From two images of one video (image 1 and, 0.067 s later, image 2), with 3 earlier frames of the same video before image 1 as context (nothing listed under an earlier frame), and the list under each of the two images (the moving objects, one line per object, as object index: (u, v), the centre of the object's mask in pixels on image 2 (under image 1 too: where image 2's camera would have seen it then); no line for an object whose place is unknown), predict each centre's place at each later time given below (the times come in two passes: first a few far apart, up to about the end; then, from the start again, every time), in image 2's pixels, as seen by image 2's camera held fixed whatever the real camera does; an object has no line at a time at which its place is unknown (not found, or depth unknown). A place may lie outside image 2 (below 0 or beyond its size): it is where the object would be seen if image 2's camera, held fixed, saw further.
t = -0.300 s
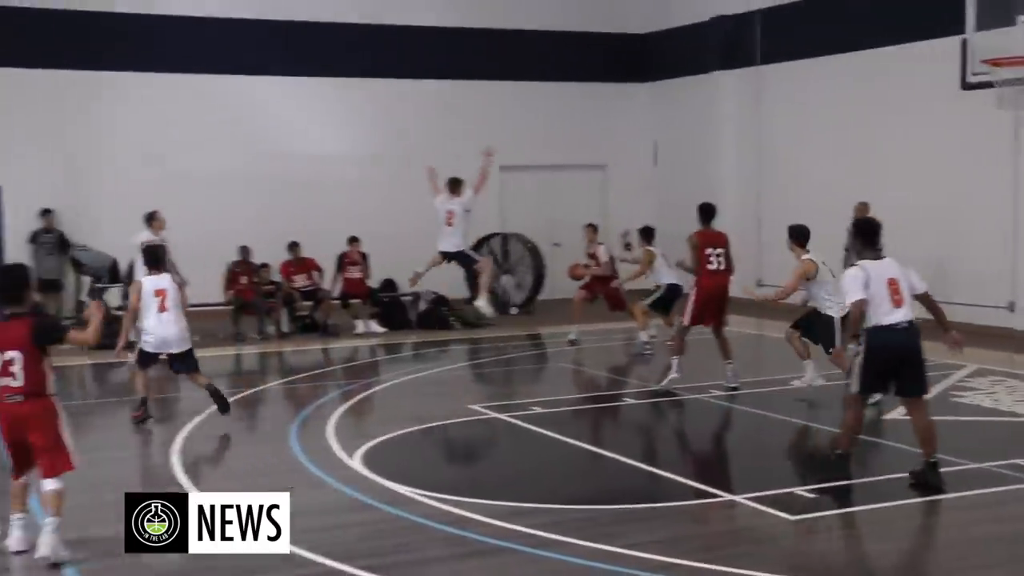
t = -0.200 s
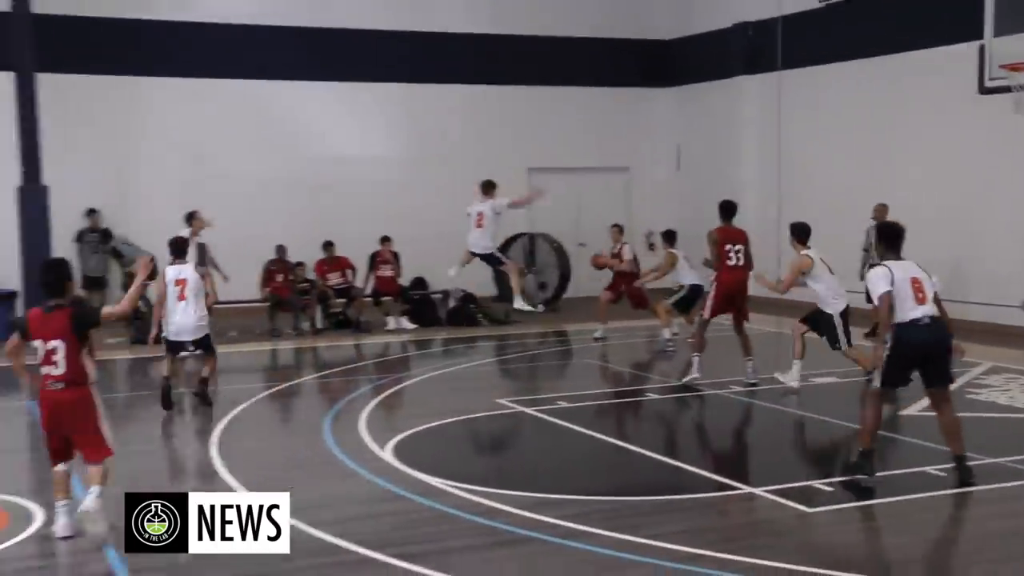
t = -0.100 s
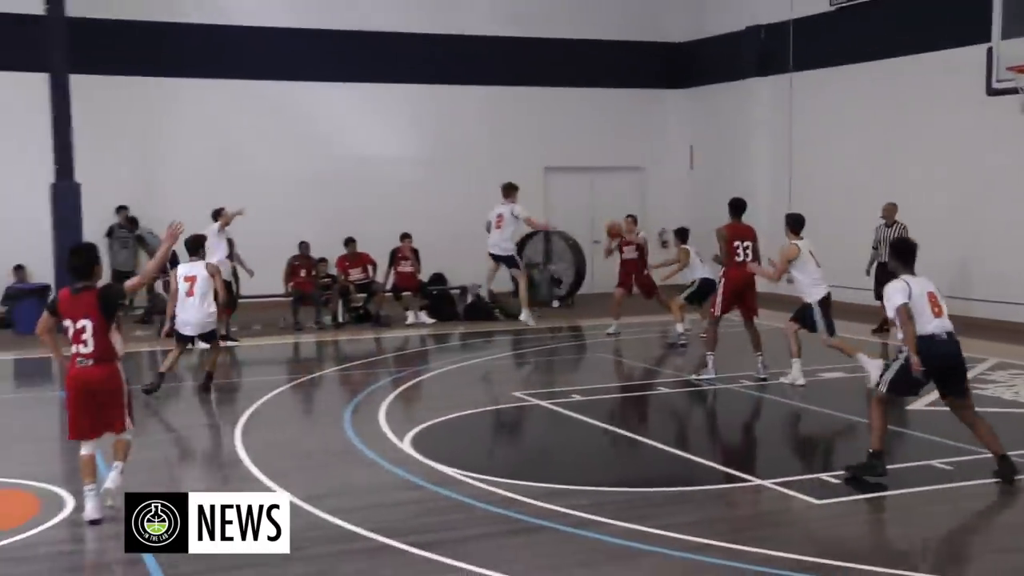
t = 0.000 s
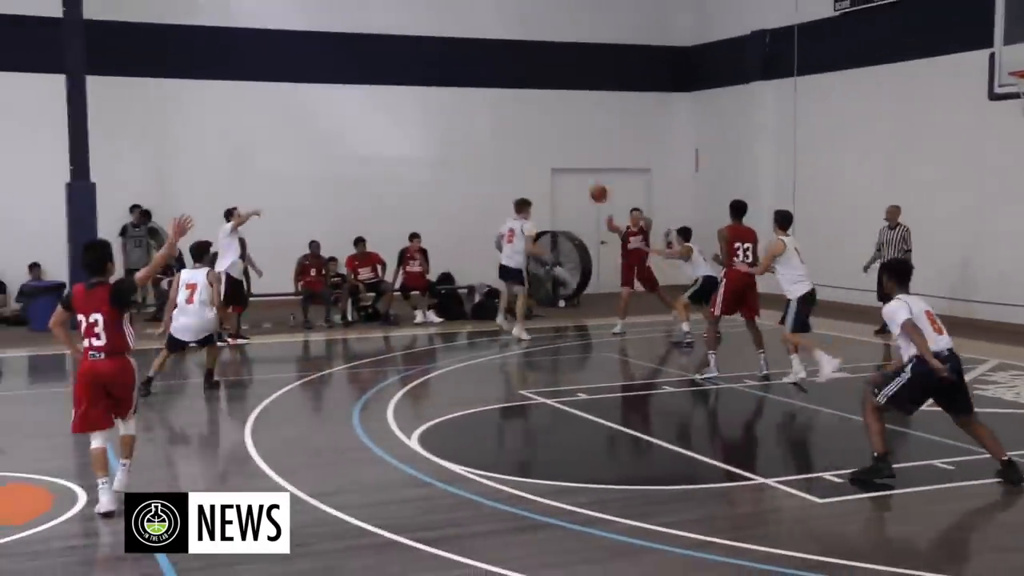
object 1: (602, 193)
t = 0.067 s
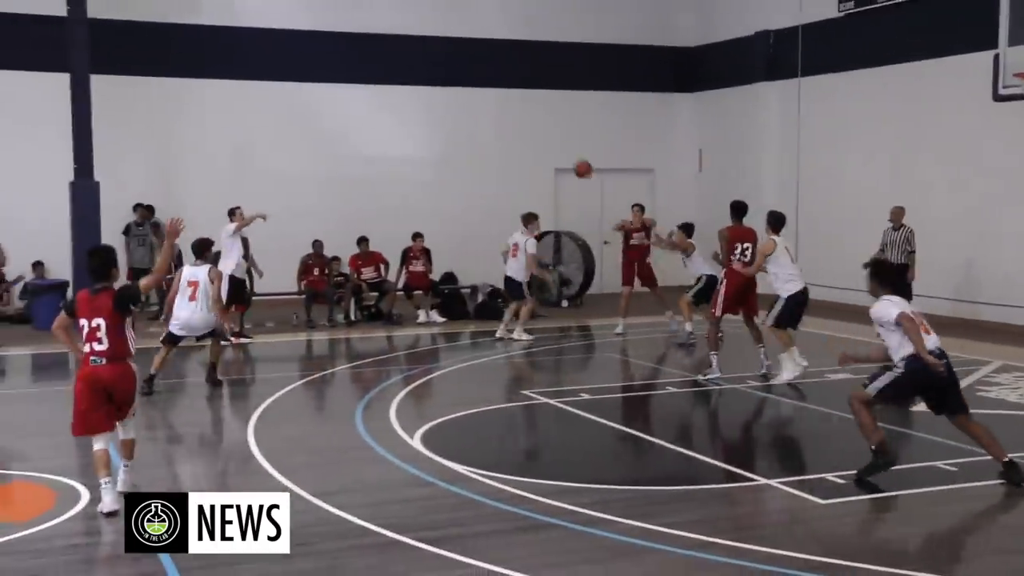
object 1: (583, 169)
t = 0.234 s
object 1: (529, 115)
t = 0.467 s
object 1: (438, 71)
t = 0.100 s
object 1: (573, 156)
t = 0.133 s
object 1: (563, 145)
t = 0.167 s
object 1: (552, 135)
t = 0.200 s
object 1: (541, 125)
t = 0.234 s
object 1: (529, 115)
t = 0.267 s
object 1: (517, 107)
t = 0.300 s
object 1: (505, 99)
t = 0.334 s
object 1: (492, 91)
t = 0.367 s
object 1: (479, 85)
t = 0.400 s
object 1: (466, 79)
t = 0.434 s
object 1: (452, 74)
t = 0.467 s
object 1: (438, 71)
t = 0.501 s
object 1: (423, 69)
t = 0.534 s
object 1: (408, 67)
